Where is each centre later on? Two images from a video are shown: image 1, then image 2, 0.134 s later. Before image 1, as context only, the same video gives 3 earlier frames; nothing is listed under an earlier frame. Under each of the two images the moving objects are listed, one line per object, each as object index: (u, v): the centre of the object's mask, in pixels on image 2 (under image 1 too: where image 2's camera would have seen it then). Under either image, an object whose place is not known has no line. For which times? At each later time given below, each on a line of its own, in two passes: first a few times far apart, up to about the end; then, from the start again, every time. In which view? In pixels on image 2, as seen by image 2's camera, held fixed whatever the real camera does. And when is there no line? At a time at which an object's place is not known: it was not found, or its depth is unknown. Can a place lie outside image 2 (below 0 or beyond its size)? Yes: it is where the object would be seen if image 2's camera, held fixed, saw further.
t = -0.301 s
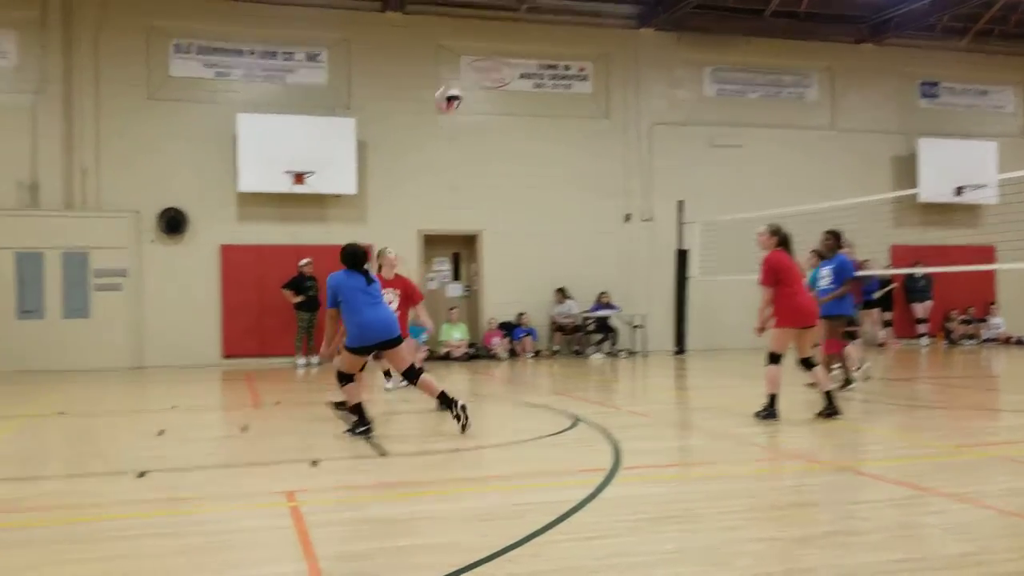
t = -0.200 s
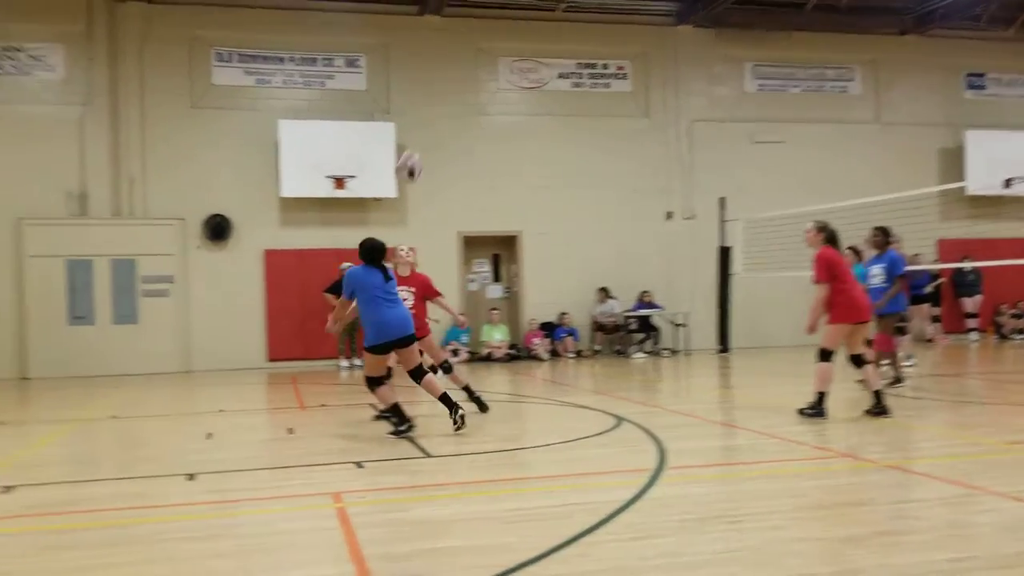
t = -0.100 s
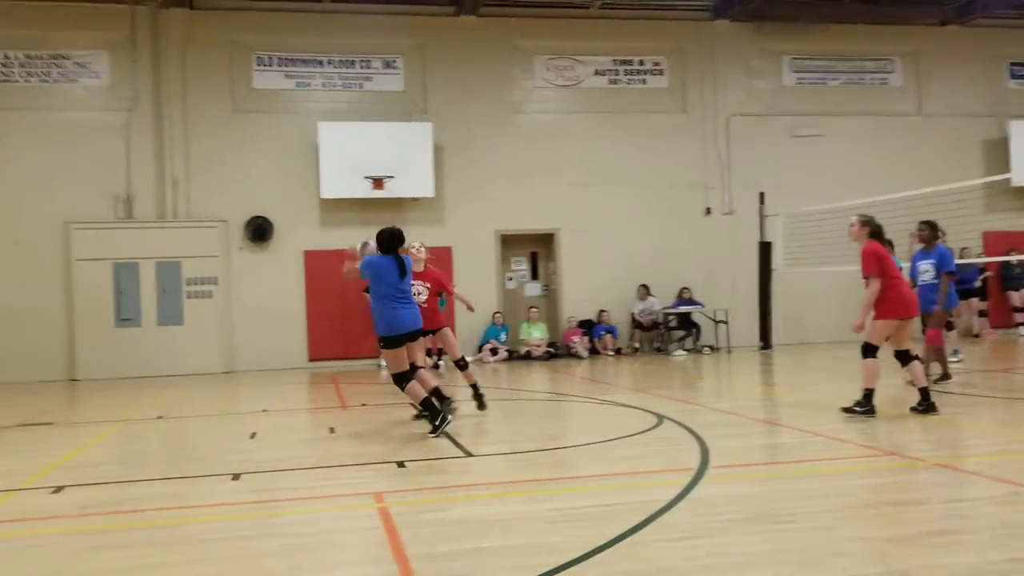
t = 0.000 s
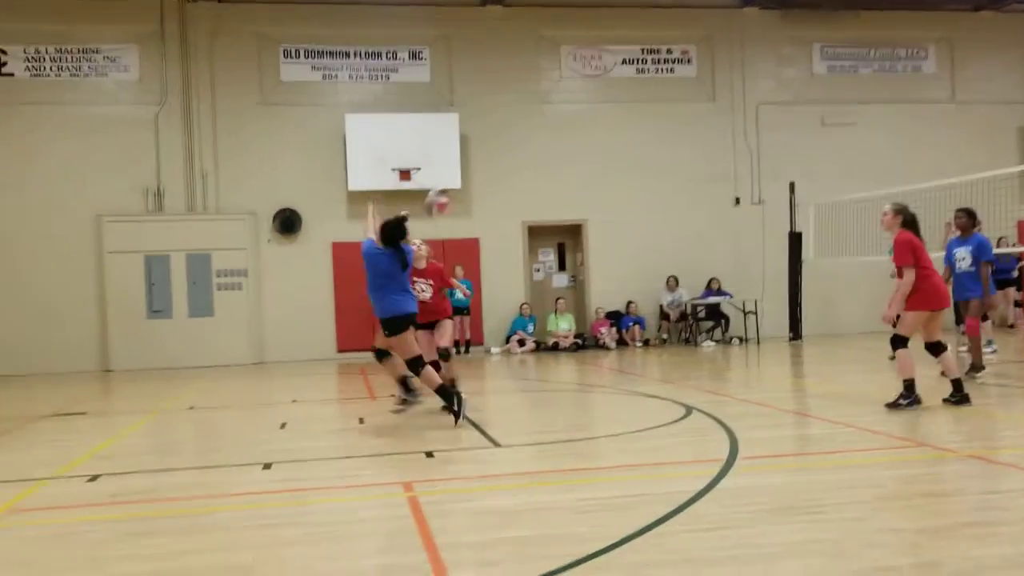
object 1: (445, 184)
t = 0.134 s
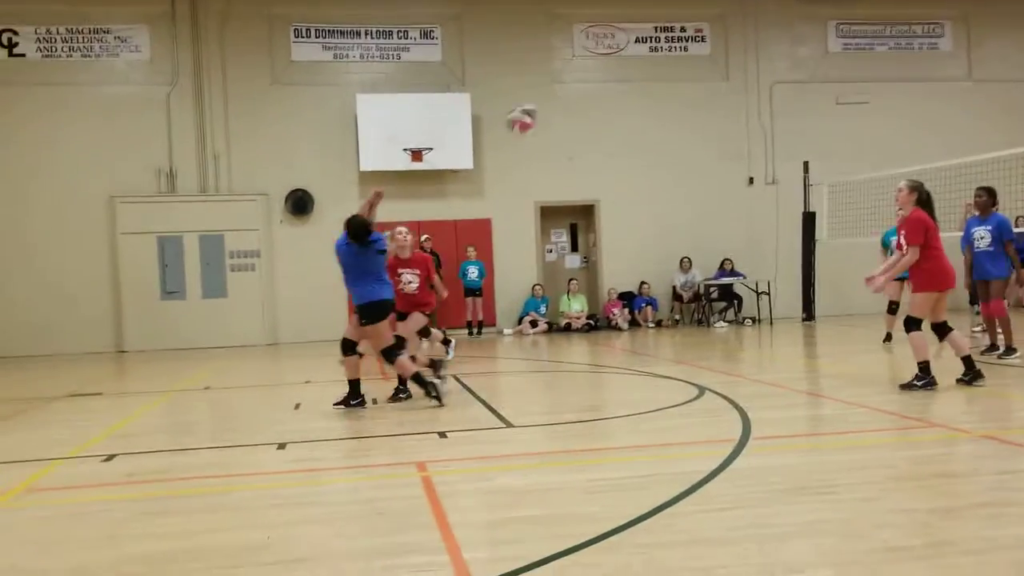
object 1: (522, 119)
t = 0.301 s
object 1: (627, 68)
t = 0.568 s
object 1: (800, 66)
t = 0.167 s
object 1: (544, 105)
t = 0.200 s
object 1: (562, 93)
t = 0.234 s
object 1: (583, 83)
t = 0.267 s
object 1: (604, 74)
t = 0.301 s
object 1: (627, 68)
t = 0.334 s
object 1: (649, 62)
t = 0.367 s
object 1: (672, 57)
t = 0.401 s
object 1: (692, 55)
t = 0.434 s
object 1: (713, 53)
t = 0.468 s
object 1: (735, 53)
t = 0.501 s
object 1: (757, 56)
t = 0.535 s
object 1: (779, 60)
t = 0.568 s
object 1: (800, 66)
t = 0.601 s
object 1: (823, 74)
